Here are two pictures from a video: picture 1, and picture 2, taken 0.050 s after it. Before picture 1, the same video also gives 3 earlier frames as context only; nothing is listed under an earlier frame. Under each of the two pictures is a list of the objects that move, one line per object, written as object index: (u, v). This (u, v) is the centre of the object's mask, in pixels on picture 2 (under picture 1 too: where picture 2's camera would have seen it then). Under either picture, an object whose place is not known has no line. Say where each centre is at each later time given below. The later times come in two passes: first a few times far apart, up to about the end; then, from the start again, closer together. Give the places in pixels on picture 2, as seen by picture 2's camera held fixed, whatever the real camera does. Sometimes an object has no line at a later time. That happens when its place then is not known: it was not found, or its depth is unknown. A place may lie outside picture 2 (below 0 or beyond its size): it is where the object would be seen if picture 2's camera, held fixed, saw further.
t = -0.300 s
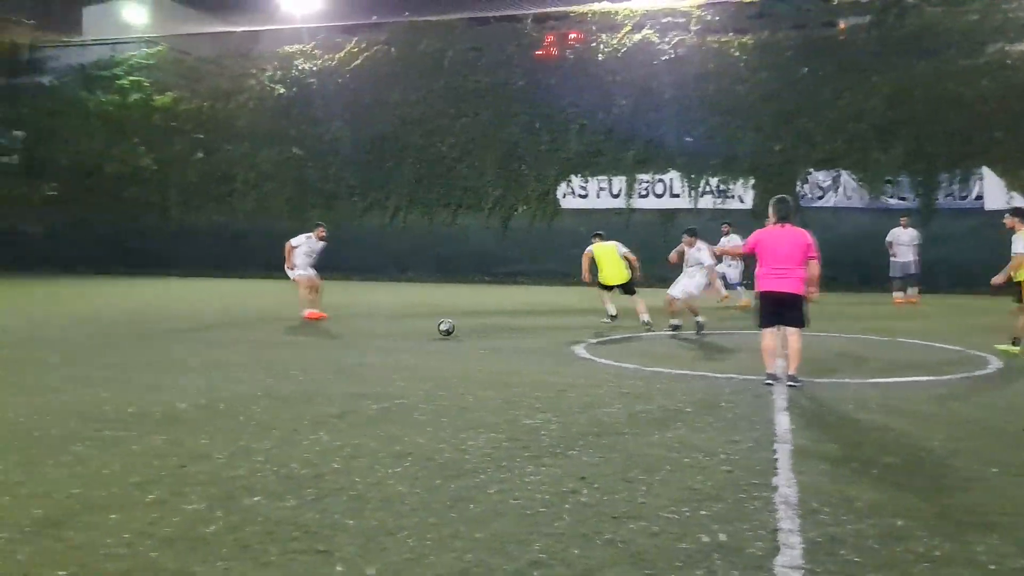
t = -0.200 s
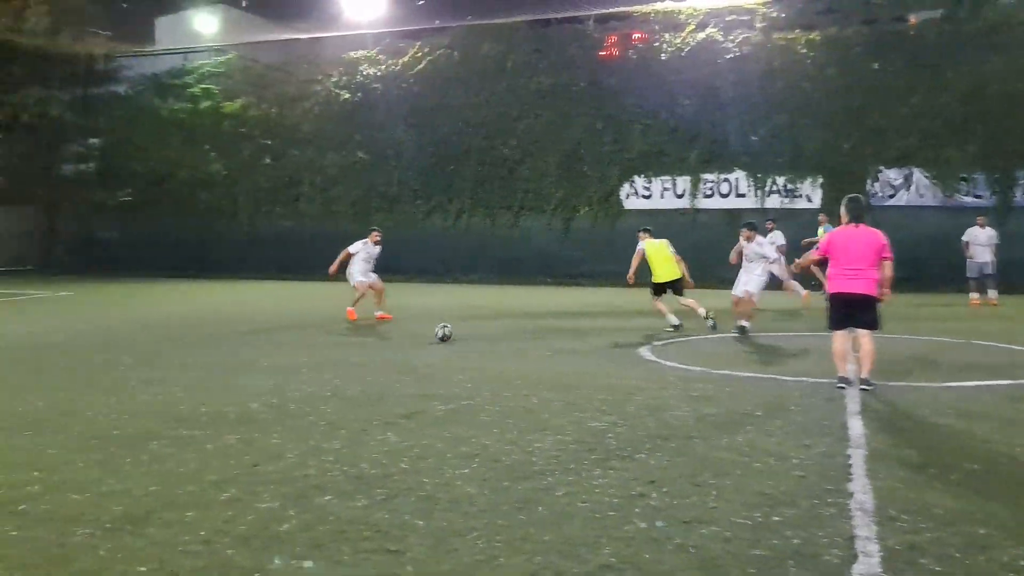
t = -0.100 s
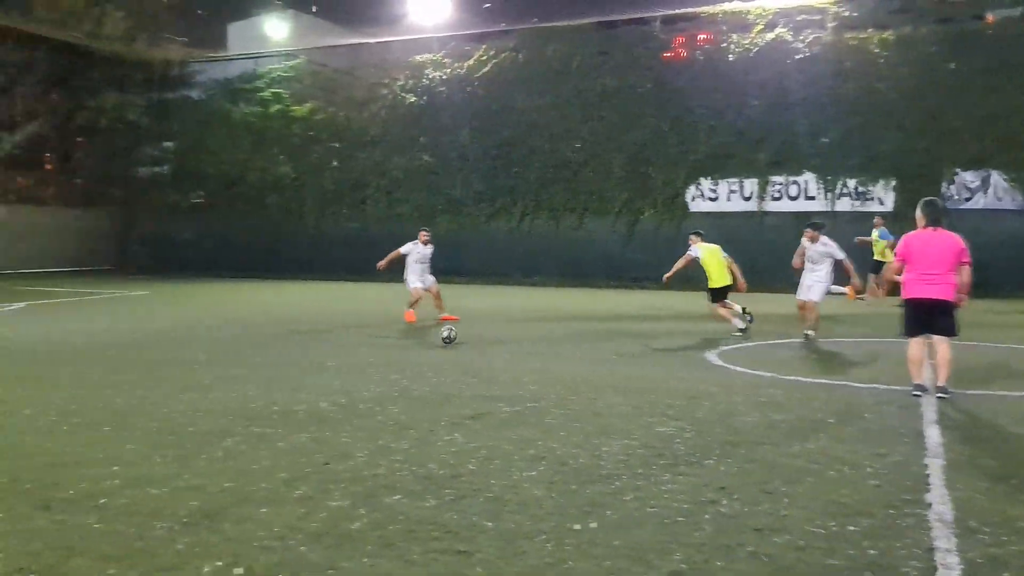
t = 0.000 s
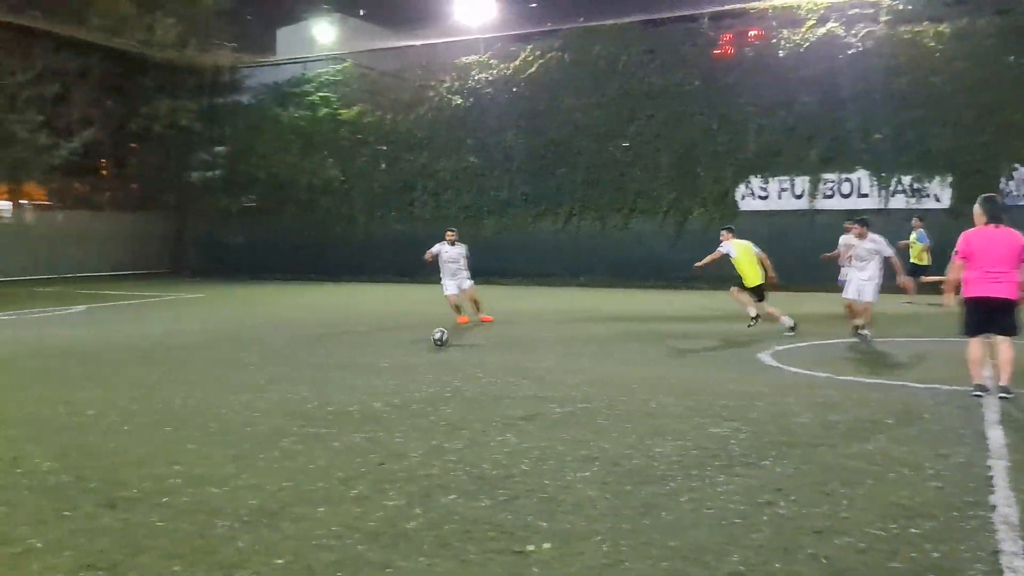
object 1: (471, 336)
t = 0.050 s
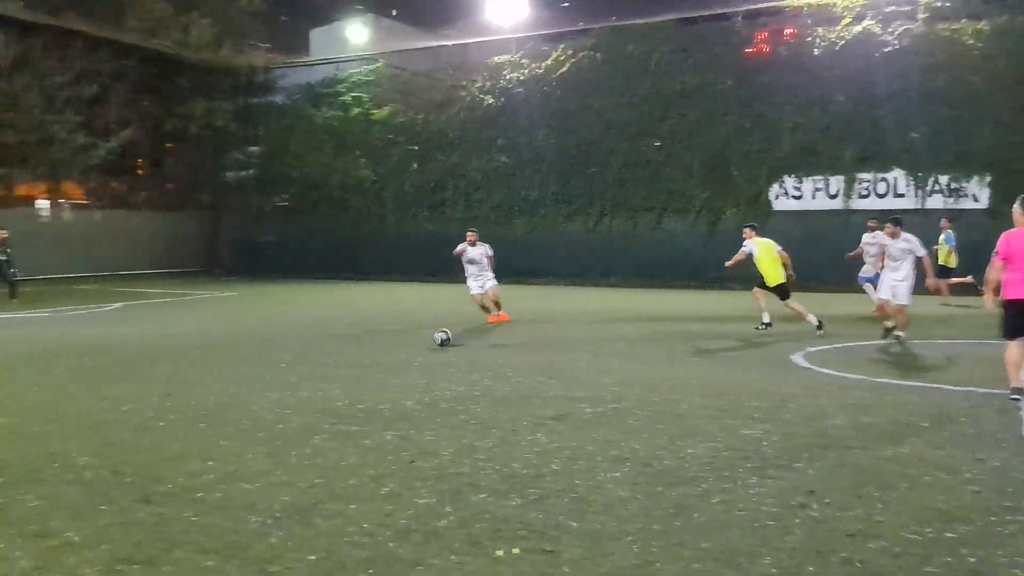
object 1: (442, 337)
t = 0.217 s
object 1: (349, 340)
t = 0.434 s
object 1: (231, 343)
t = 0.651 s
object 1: (112, 347)
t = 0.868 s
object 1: (-8, 348)
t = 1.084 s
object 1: (-129, 352)
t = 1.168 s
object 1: (-172, 352)
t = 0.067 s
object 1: (433, 338)
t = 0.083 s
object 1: (424, 339)
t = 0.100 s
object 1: (415, 339)
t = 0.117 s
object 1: (405, 339)
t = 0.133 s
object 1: (396, 339)
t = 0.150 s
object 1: (386, 339)
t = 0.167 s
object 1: (378, 340)
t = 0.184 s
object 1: (369, 340)
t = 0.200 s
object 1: (359, 340)
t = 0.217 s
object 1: (349, 340)
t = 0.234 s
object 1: (342, 340)
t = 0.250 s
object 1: (332, 340)
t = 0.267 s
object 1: (322, 340)
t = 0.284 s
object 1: (313, 340)
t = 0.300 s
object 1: (303, 341)
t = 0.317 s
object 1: (293, 341)
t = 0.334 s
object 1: (286, 341)
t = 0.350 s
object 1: (276, 342)
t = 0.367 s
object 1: (267, 342)
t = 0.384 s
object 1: (257, 343)
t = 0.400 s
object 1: (248, 343)
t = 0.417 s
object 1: (239, 343)
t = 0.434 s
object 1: (231, 343)
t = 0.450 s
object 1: (221, 344)
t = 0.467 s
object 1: (211, 344)
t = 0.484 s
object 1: (203, 344)
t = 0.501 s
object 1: (193, 344)
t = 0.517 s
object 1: (184, 345)
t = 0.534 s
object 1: (175, 345)
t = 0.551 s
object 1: (165, 345)
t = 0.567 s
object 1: (157, 345)
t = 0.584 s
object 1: (147, 345)
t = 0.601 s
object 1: (139, 346)
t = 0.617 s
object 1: (130, 346)
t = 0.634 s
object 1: (120, 346)
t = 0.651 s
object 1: (112, 347)
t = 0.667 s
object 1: (102, 346)
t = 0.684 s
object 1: (92, 347)
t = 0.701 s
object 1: (84, 346)
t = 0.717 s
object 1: (75, 347)
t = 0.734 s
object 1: (65, 347)
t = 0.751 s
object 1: (56, 347)
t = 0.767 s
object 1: (48, 347)
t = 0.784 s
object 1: (36, 348)
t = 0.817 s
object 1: (19, 348)
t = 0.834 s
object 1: (8, 348)
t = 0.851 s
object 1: (0, 348)
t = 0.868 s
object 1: (-8, 348)
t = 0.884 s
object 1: (-18, 348)
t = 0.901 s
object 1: (-28, 348)
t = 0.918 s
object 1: (-35, 349)
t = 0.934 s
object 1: (-46, 350)
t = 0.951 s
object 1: (-55, 350)
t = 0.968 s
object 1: (-63, 350)
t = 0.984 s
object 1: (-75, 351)
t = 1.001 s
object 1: (-84, 352)
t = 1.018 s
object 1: (-92, 352)
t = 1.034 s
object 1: (-103, 352)
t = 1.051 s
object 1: (-111, 351)
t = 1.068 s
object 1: (-119, 351)
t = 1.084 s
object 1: (-129, 352)
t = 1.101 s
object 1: (-139, 352)
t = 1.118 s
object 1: (-146, 351)
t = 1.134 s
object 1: (-157, 352)
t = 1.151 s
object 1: (-165, 352)
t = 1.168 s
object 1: (-172, 352)
